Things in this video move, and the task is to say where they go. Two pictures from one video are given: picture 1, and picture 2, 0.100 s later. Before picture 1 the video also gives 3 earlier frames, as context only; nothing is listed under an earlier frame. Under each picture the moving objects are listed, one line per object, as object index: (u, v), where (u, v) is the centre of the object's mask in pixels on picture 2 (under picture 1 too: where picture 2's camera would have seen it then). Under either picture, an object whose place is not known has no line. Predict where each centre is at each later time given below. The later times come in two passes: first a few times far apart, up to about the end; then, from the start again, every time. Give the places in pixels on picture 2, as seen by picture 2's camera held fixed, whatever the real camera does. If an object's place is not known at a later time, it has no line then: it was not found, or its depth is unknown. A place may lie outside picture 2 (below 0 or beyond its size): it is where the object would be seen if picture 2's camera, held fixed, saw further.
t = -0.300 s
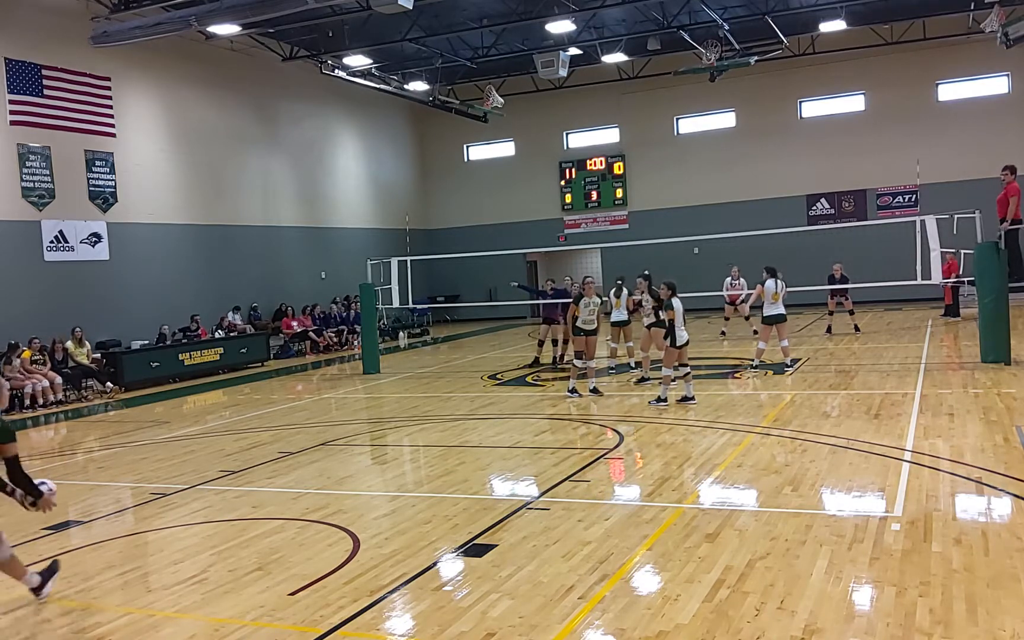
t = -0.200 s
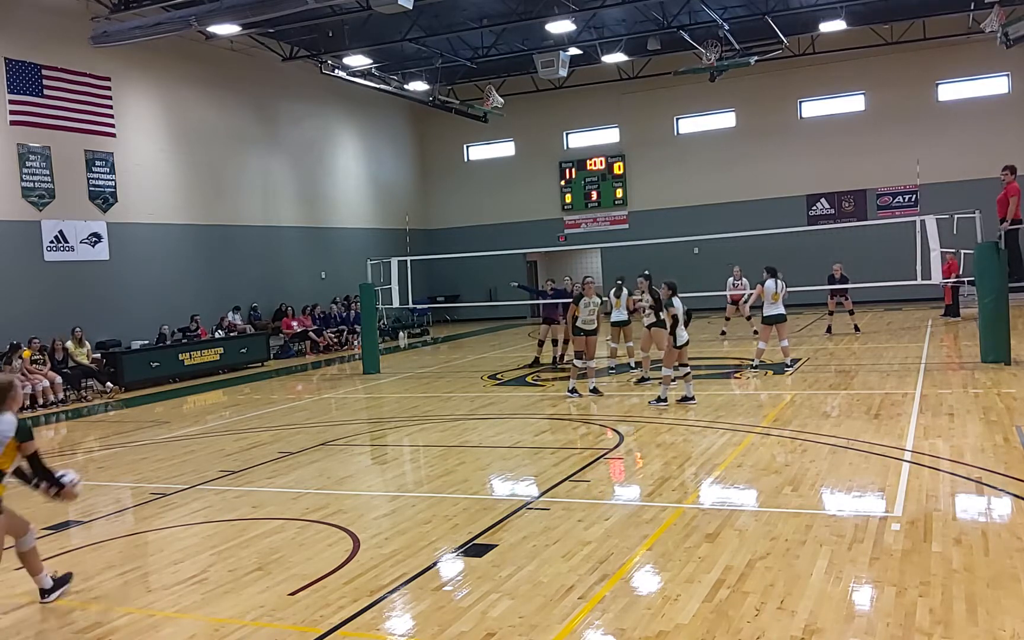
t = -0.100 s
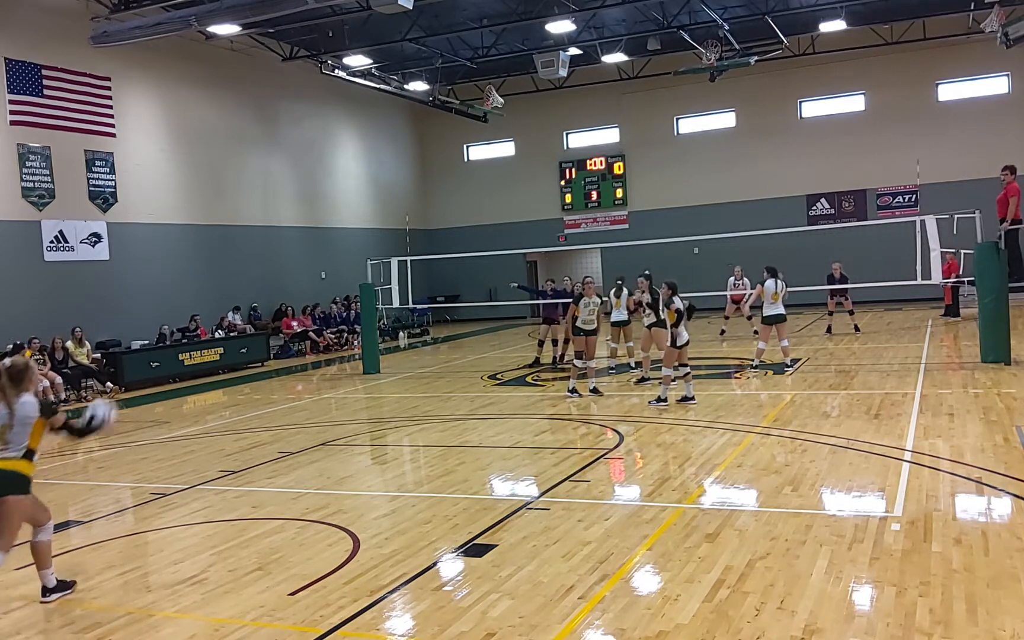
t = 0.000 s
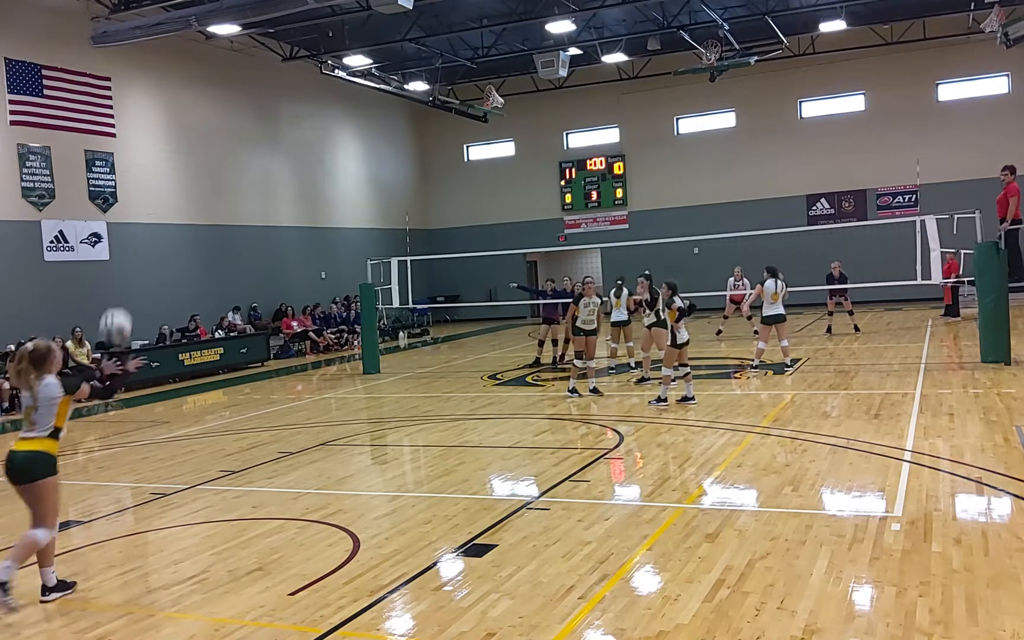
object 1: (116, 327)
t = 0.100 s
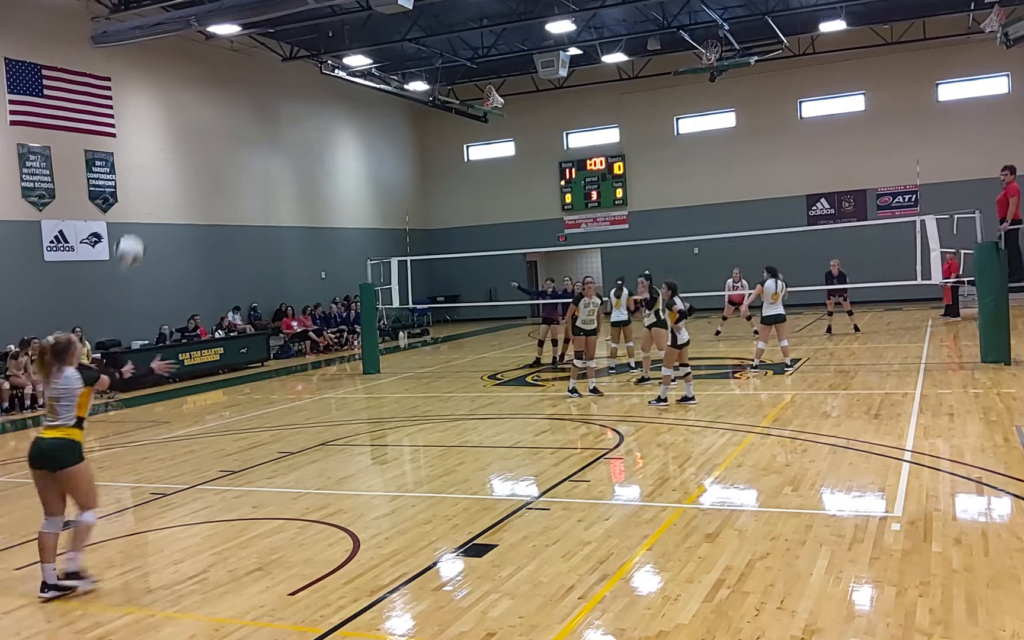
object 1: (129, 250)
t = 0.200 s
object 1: (142, 193)
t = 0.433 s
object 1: (174, 116)
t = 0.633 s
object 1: (207, 112)
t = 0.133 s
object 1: (134, 231)
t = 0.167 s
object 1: (138, 210)
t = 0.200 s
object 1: (142, 193)
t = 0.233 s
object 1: (146, 178)
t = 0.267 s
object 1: (151, 164)
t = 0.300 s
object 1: (156, 151)
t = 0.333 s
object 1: (161, 140)
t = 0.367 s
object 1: (166, 132)
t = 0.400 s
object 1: (170, 123)
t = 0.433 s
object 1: (174, 116)
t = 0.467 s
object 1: (179, 112)
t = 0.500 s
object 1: (185, 110)
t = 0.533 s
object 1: (190, 109)
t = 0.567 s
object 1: (196, 109)
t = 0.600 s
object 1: (201, 110)
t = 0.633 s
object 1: (207, 112)
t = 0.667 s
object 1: (211, 116)
